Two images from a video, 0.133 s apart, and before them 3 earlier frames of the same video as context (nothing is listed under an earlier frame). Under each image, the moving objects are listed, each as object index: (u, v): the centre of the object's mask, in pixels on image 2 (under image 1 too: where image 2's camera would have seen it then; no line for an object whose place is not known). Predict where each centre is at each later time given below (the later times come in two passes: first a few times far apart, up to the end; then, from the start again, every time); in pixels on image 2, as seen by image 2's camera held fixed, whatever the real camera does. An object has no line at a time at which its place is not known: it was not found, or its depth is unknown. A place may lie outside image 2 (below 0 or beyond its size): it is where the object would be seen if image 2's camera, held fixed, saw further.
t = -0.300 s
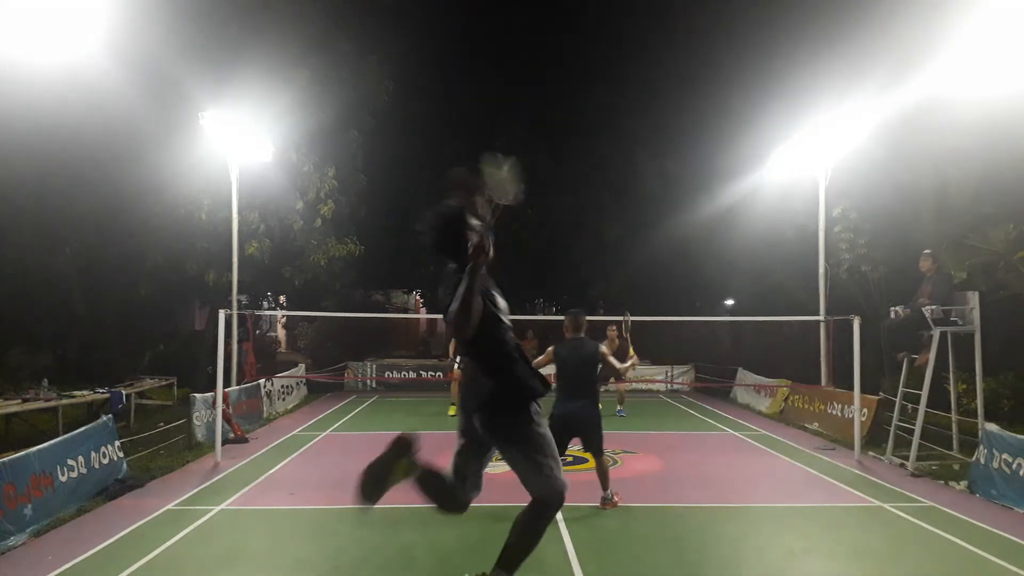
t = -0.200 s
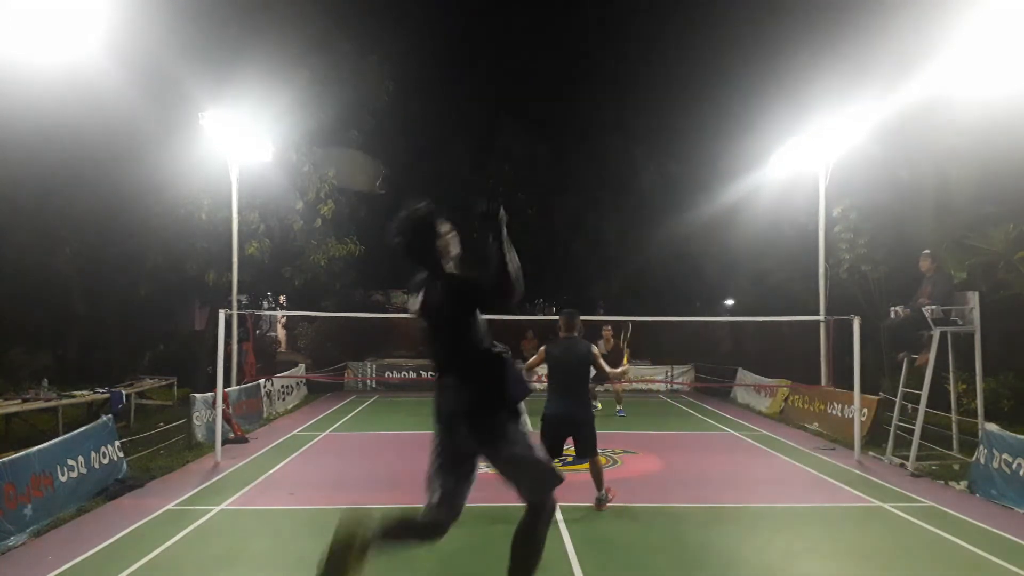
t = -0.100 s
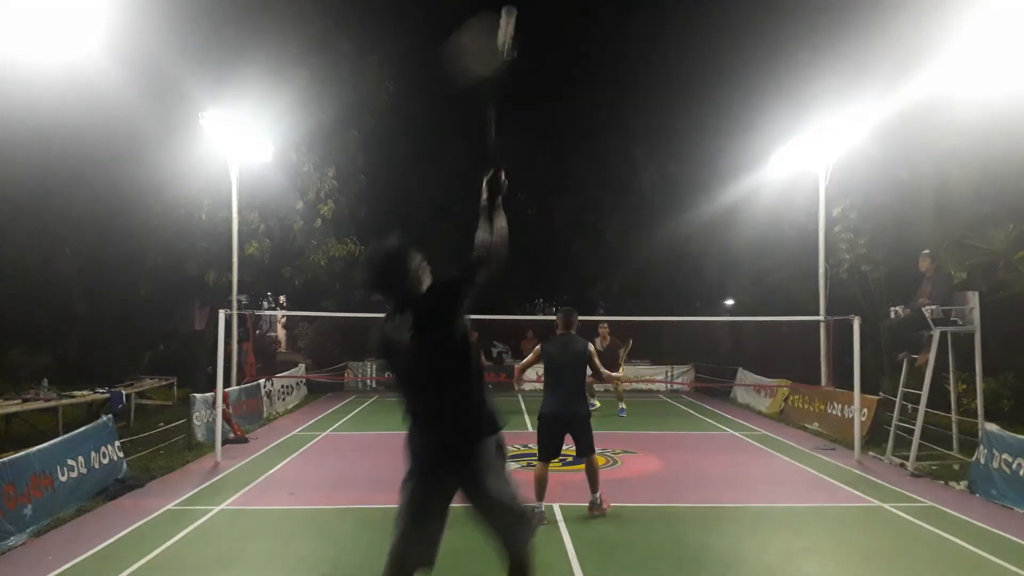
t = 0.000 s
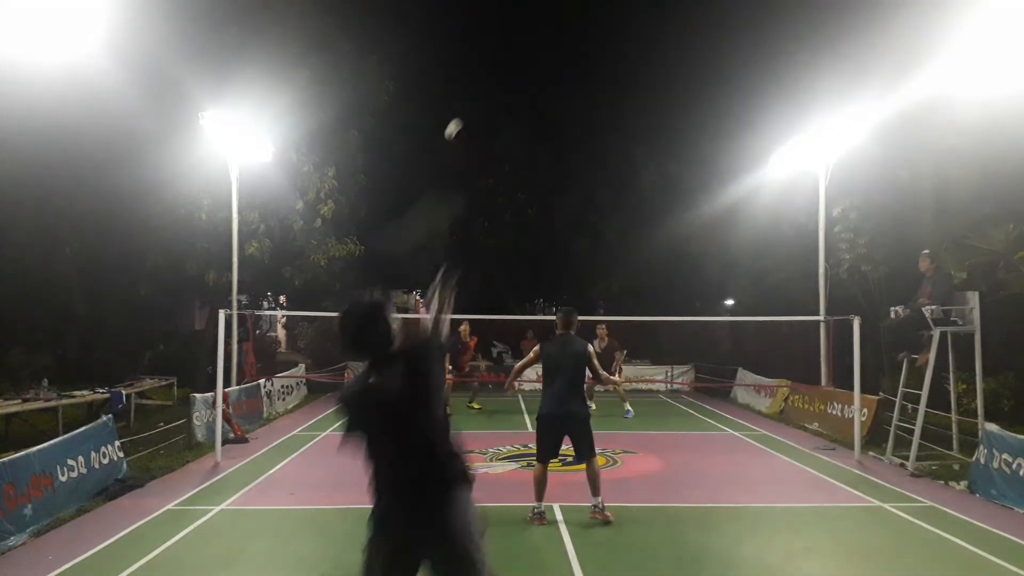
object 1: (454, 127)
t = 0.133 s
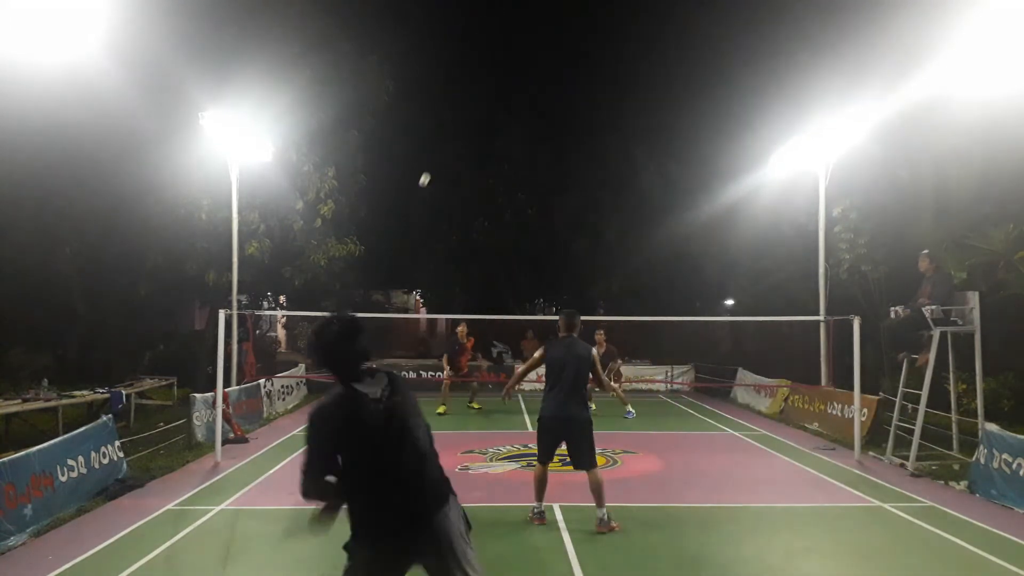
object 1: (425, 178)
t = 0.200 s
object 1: (418, 197)
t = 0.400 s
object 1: (405, 250)
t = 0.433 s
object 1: (403, 259)
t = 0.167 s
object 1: (421, 188)
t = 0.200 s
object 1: (418, 197)
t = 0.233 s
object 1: (415, 206)
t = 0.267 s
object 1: (412, 215)
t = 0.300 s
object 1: (410, 224)
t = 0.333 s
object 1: (408, 233)
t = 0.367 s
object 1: (407, 241)
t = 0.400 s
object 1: (405, 250)
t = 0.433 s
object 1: (403, 259)
